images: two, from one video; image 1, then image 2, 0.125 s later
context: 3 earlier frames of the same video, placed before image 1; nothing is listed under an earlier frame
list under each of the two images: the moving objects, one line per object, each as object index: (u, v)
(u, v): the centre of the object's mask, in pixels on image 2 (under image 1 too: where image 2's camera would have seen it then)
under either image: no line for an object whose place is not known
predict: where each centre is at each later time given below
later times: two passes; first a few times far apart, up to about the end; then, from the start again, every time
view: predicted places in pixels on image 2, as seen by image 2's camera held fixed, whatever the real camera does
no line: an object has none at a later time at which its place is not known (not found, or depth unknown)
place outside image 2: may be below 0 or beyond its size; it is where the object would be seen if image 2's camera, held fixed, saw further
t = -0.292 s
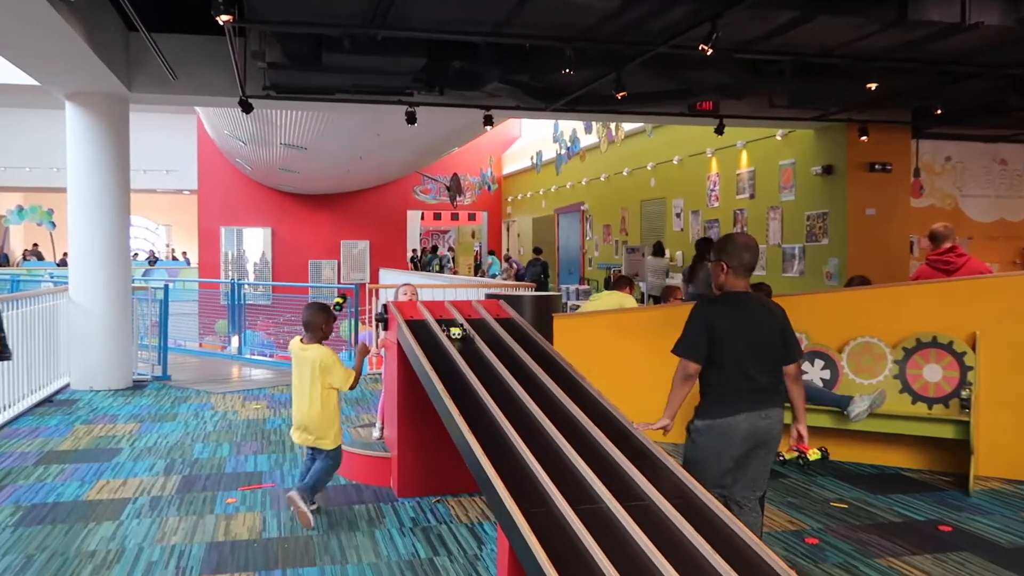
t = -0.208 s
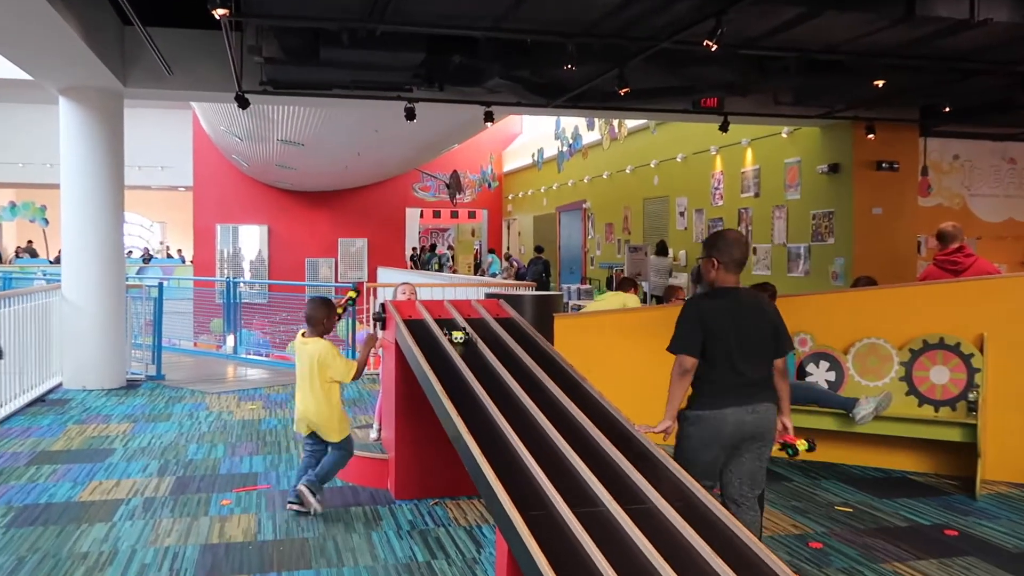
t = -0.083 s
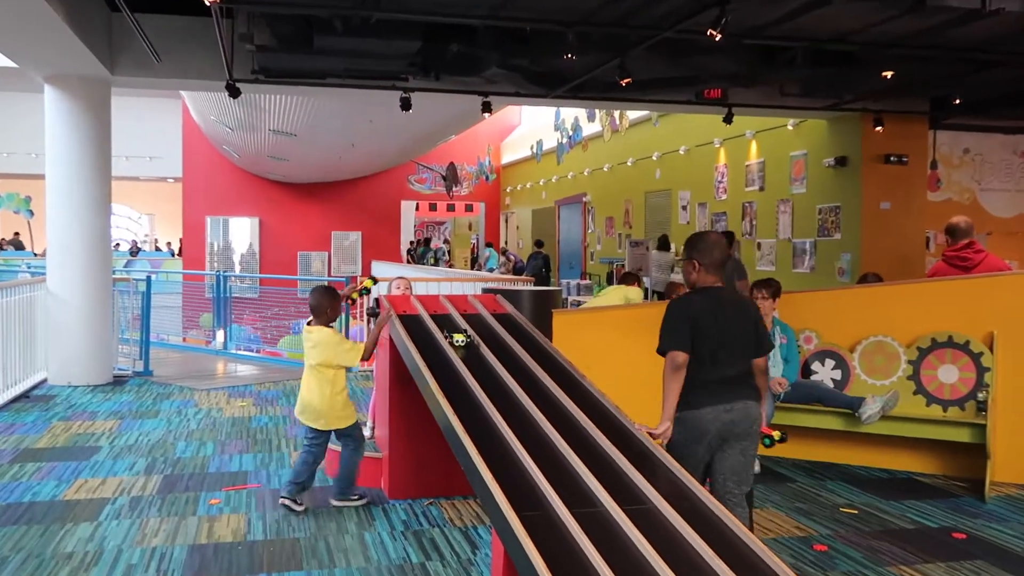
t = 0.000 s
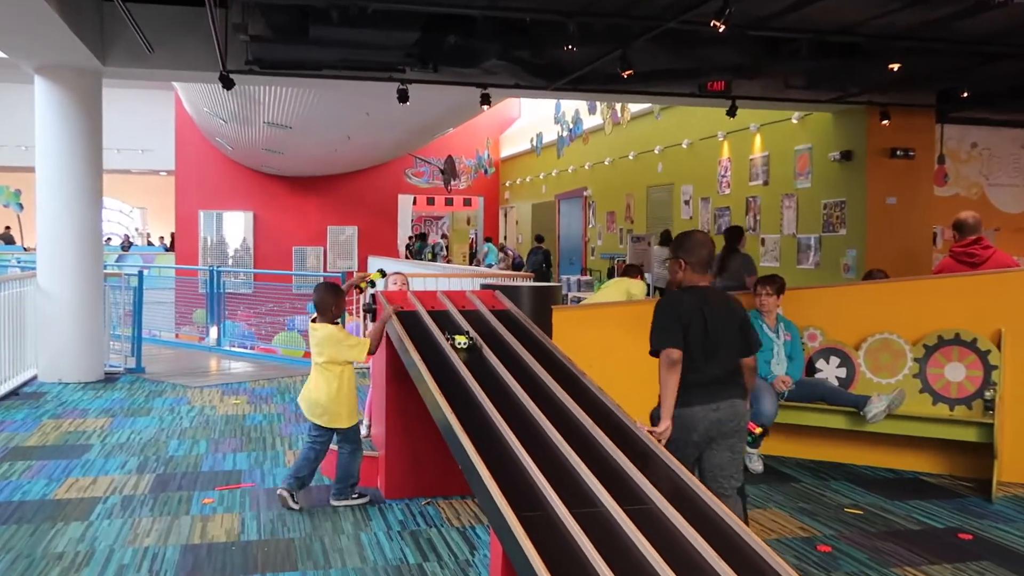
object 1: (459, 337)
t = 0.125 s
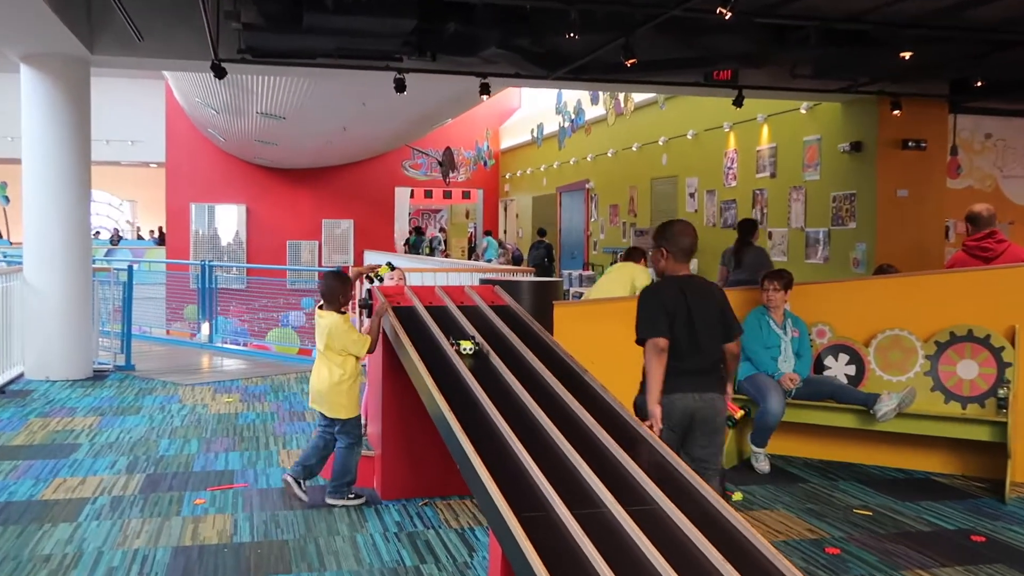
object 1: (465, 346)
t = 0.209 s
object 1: (471, 353)
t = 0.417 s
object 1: (485, 371)
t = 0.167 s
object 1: (468, 349)
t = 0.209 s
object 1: (471, 353)
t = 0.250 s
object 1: (473, 356)
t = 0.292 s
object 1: (476, 359)
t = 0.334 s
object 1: (479, 363)
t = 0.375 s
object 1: (481, 367)
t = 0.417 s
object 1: (485, 371)
